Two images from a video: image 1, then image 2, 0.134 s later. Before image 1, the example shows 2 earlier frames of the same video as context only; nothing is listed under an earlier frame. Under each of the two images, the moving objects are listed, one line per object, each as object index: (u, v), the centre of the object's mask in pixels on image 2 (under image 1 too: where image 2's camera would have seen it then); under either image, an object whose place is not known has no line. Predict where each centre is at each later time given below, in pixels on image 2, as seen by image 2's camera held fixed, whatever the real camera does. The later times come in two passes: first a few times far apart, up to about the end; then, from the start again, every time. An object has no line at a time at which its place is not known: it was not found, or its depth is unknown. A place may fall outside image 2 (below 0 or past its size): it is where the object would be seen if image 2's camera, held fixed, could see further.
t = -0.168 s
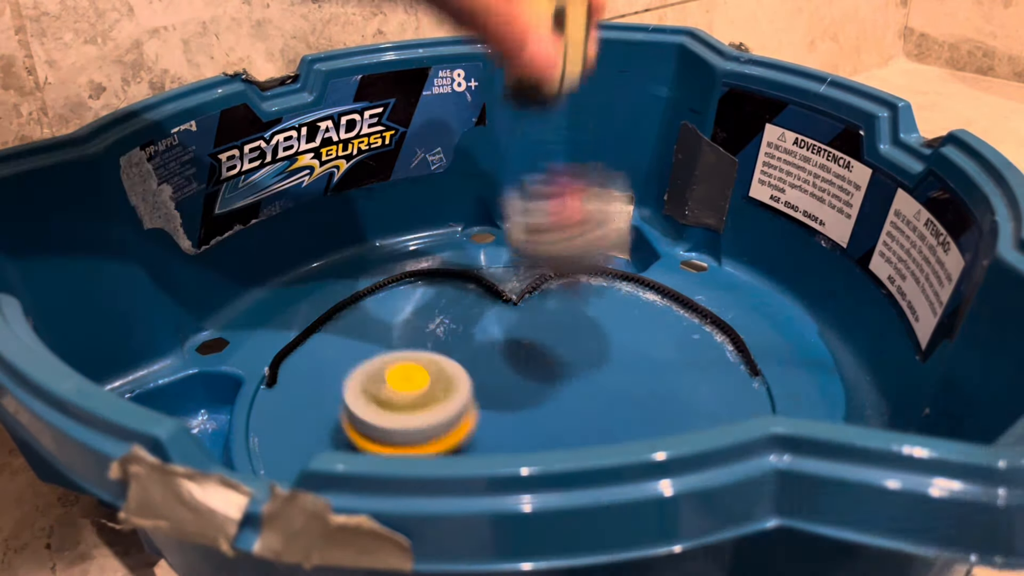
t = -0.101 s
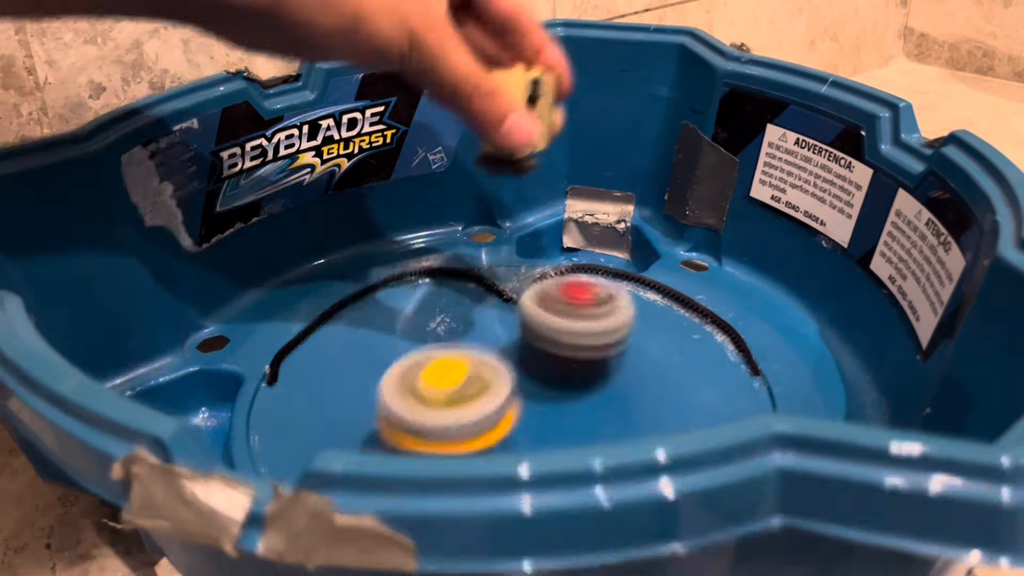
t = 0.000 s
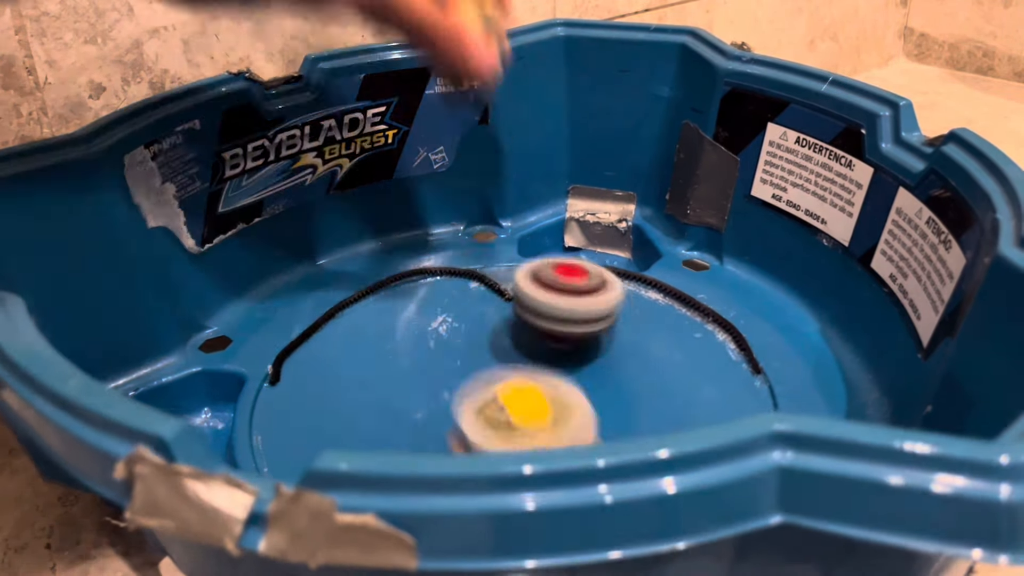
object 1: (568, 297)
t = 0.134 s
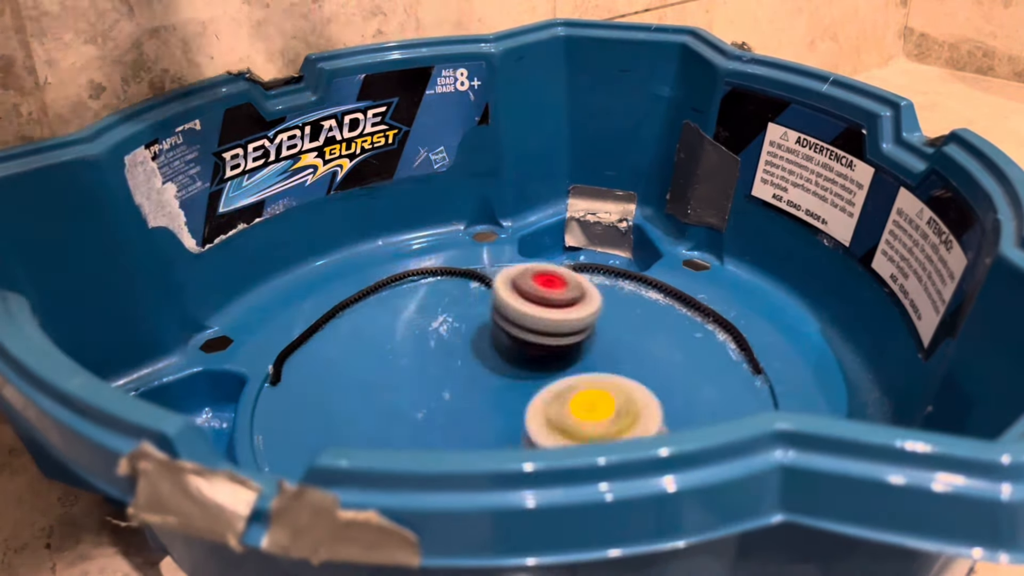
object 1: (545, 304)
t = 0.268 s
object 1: (507, 321)
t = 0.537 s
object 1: (465, 342)
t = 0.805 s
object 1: (381, 369)
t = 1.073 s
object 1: (290, 260)
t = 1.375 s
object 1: (385, 227)
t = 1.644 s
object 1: (485, 224)
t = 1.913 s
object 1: (420, 311)
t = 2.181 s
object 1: (402, 406)
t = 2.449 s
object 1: (510, 399)
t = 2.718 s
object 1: (557, 369)
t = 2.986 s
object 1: (526, 362)
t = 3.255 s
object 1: (487, 366)
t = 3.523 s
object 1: (502, 380)
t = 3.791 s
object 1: (487, 404)
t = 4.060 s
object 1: (470, 398)
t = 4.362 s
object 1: (510, 367)
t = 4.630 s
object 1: (552, 363)
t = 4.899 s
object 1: (546, 384)
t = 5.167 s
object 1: (489, 389)
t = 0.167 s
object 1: (537, 309)
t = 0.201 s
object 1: (528, 313)
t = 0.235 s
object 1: (517, 317)
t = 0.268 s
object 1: (507, 321)
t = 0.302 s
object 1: (496, 324)
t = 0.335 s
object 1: (487, 328)
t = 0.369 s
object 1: (479, 331)
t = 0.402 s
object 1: (472, 334)
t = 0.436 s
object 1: (467, 336)
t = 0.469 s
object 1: (465, 338)
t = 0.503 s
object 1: (464, 340)
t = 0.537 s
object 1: (465, 342)
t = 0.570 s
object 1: (453, 339)
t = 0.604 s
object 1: (434, 336)
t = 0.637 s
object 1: (416, 335)
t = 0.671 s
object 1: (401, 337)
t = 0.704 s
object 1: (388, 341)
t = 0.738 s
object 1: (380, 348)
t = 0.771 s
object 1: (377, 358)
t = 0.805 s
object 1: (381, 369)
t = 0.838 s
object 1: (392, 379)
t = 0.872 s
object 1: (408, 387)
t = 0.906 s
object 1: (428, 392)
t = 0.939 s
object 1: (379, 362)
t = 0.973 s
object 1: (318, 316)
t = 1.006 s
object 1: (292, 275)
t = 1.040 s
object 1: (278, 258)
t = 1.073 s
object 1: (290, 260)
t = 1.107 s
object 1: (303, 251)
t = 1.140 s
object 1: (312, 238)
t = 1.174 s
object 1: (322, 244)
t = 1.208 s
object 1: (332, 238)
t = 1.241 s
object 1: (341, 233)
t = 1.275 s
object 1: (349, 229)
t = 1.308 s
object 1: (359, 225)
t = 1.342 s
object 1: (370, 222)
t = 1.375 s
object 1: (385, 227)
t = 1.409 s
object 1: (402, 228)
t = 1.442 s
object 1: (416, 222)
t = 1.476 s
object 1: (431, 217)
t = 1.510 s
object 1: (444, 216)
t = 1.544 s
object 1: (458, 217)
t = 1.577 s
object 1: (469, 217)
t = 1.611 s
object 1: (480, 221)
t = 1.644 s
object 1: (485, 224)
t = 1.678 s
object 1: (487, 231)
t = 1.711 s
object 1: (485, 236)
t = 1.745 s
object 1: (483, 238)
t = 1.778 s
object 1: (475, 246)
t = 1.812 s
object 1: (460, 262)
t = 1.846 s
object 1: (446, 277)
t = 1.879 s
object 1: (433, 293)
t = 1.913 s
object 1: (420, 311)
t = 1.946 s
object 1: (409, 326)
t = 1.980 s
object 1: (399, 344)
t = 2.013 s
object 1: (390, 359)
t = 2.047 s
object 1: (385, 373)
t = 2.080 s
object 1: (384, 384)
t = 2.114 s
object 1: (384, 393)
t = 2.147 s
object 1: (390, 400)
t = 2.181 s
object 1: (402, 406)
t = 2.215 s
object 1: (412, 410)
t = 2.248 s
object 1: (430, 410)
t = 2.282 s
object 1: (448, 410)
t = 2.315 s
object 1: (463, 410)
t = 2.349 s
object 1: (477, 407)
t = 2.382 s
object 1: (491, 405)
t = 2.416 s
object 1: (499, 401)
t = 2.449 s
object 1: (510, 399)
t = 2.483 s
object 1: (520, 396)
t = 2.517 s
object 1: (527, 391)
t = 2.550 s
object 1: (537, 387)
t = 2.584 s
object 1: (544, 382)
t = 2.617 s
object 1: (550, 378)
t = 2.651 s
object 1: (556, 375)
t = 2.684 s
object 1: (555, 370)
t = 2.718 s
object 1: (557, 369)
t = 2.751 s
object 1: (555, 364)
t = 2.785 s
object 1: (553, 367)
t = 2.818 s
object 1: (551, 363)
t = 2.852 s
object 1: (547, 367)
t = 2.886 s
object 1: (544, 365)
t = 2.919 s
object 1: (539, 364)
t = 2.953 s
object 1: (534, 367)
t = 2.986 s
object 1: (526, 362)
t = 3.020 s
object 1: (517, 368)
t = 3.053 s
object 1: (511, 358)
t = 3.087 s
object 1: (503, 365)
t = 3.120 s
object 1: (499, 362)
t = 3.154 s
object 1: (496, 364)
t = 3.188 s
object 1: (491, 364)
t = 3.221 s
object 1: (491, 366)
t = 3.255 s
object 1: (487, 366)
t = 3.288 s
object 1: (489, 369)
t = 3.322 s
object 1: (488, 368)
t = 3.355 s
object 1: (489, 371)
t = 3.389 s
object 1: (491, 370)
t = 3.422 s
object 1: (493, 374)
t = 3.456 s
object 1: (496, 374)
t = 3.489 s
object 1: (497, 378)
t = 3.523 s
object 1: (502, 380)
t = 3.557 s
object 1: (501, 384)
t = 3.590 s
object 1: (504, 387)
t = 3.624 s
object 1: (501, 390)
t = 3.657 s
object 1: (503, 394)
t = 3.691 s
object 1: (499, 396)
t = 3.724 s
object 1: (497, 401)
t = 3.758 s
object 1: (491, 402)
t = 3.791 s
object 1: (487, 404)
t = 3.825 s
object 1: (483, 405)
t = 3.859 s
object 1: (479, 406)
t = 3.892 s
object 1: (478, 406)
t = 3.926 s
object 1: (474, 405)
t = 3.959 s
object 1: (474, 404)
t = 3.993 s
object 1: (470, 403)
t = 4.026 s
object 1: (473, 400)
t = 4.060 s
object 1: (470, 398)
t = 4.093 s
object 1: (474, 394)
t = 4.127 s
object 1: (474, 390)
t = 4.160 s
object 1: (481, 387)
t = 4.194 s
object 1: (481, 383)
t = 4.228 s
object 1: (489, 378)
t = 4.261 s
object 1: (492, 374)
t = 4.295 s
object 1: (500, 372)
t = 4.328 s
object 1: (503, 368)
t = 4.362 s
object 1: (510, 367)
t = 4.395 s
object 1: (514, 363)
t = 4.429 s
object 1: (521, 362)
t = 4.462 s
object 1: (525, 360)
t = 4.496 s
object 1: (530, 361)
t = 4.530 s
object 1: (533, 360)
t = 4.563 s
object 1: (543, 361)
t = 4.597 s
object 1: (547, 360)
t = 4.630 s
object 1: (552, 363)
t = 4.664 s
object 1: (555, 363)
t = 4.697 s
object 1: (558, 367)
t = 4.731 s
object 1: (560, 367)
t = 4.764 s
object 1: (560, 373)
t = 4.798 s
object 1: (558, 378)
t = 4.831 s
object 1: (555, 379)
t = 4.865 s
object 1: (551, 383)
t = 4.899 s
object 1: (546, 384)
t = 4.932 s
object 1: (542, 388)
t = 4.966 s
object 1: (534, 388)
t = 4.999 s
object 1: (528, 391)
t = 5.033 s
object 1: (517, 390)
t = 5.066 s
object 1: (512, 392)
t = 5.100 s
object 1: (504, 391)
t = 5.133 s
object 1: (499, 392)
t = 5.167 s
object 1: (489, 389)
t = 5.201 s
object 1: (486, 389)
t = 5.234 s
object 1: (477, 386)
